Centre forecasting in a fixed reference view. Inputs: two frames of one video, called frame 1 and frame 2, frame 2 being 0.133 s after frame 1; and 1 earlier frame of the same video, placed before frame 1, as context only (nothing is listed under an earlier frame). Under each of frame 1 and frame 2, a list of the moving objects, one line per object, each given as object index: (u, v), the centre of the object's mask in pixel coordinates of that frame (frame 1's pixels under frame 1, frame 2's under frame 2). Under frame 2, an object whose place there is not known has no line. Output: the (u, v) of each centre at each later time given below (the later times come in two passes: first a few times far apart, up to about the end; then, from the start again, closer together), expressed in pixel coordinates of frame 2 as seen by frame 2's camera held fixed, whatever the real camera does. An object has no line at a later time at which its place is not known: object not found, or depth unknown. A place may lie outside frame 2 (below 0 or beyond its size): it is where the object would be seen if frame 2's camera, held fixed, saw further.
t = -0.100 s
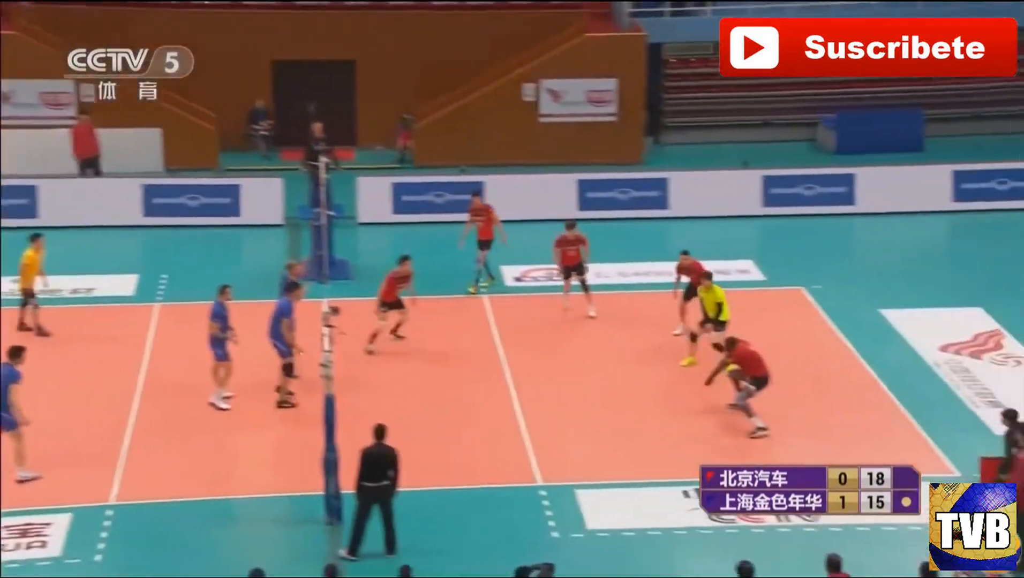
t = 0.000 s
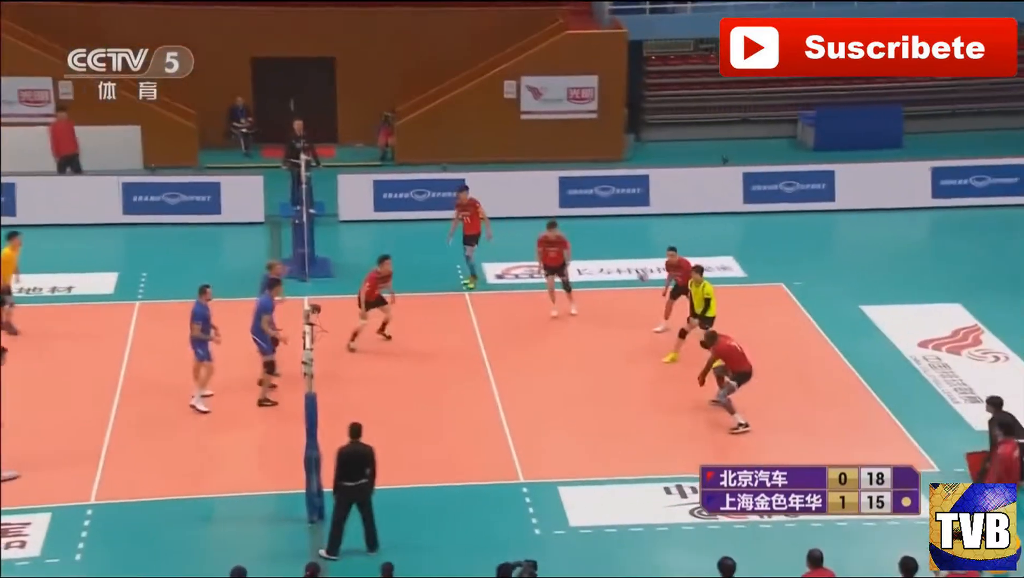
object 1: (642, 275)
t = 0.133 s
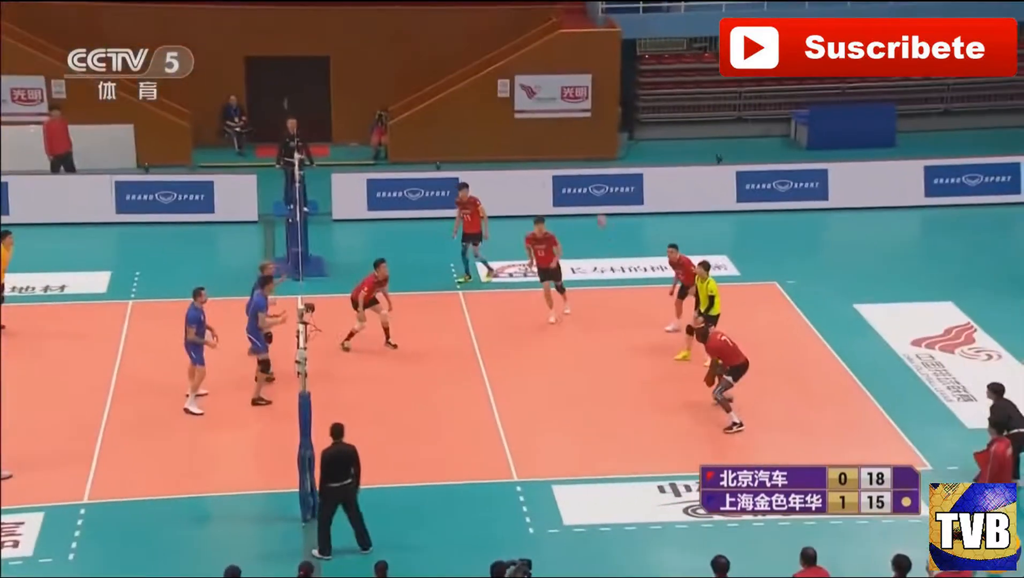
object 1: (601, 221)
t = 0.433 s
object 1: (527, 142)
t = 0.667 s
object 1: (475, 122)
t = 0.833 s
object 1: (442, 127)
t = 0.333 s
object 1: (548, 160)
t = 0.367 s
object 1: (544, 155)
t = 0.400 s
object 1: (536, 148)
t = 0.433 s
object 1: (527, 142)
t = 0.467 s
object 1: (522, 139)
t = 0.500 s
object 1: (513, 134)
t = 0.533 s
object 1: (504, 129)
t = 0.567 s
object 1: (497, 126)
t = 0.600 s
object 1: (493, 126)
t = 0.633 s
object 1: (482, 124)
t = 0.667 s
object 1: (475, 122)
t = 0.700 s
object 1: (471, 122)
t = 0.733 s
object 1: (463, 123)
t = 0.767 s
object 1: (458, 125)
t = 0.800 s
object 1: (449, 125)
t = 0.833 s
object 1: (442, 127)
